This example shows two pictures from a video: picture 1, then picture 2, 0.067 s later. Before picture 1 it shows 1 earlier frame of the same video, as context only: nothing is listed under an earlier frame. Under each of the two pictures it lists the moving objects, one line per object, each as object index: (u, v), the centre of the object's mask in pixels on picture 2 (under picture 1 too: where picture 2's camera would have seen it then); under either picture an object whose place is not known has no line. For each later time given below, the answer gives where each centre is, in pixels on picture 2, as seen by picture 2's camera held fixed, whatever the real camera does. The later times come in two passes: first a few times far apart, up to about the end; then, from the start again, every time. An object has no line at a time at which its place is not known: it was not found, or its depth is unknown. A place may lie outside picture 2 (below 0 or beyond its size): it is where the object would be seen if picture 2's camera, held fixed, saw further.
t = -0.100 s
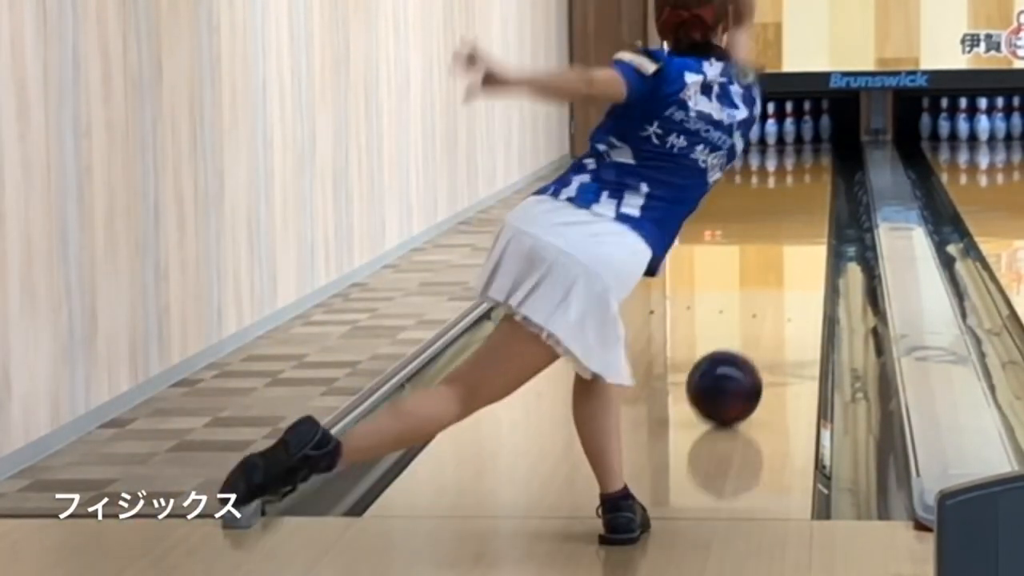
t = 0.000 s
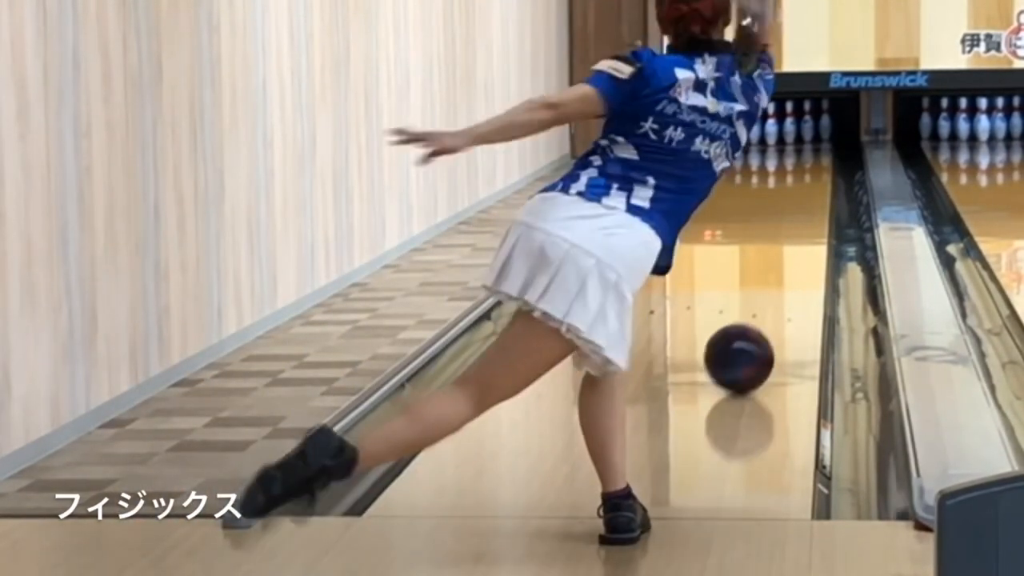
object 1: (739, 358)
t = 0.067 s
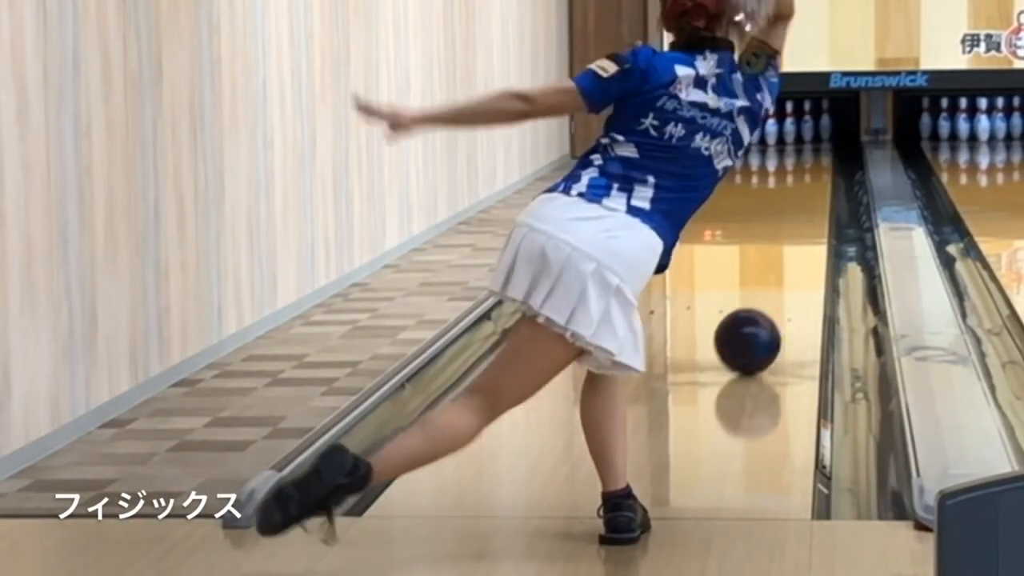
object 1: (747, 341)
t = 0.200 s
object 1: (761, 311)
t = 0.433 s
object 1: (780, 270)
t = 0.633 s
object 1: (792, 243)
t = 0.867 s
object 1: (802, 218)
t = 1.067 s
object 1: (809, 202)
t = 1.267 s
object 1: (814, 186)
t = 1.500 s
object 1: (816, 172)
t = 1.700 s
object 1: (816, 161)
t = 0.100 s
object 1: (751, 333)
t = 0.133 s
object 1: (754, 325)
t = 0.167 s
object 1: (758, 318)
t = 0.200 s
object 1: (761, 311)
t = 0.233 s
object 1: (764, 305)
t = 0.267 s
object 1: (767, 298)
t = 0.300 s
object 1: (770, 292)
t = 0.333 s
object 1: (773, 286)
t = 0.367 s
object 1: (776, 281)
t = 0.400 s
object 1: (778, 275)
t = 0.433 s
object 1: (780, 270)
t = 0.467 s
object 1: (782, 265)
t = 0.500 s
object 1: (785, 260)
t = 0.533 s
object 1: (787, 255)
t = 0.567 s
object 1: (788, 251)
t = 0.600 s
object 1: (790, 247)
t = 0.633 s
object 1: (792, 243)
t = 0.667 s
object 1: (794, 239)
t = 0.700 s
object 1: (796, 235)
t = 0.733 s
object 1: (797, 231)
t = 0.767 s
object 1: (799, 228)
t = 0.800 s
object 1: (800, 225)
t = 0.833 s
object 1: (801, 221)
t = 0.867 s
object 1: (802, 218)
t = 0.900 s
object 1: (804, 215)
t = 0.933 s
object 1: (805, 212)
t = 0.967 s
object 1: (806, 209)
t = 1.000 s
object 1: (807, 207)
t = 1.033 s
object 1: (808, 204)
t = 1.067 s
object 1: (809, 202)
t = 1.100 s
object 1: (810, 199)
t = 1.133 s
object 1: (811, 196)
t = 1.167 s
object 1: (811, 194)
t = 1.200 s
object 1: (812, 192)
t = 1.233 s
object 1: (813, 190)
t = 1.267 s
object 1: (814, 186)
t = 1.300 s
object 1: (814, 184)
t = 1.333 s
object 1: (814, 183)
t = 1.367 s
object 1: (814, 181)
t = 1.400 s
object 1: (814, 179)
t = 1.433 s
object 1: (815, 176)
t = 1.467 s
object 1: (816, 174)
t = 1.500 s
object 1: (816, 172)
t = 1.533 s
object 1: (816, 170)
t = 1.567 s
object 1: (816, 168)
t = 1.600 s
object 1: (817, 166)
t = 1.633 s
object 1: (817, 164)
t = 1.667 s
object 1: (817, 163)
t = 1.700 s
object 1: (816, 161)
